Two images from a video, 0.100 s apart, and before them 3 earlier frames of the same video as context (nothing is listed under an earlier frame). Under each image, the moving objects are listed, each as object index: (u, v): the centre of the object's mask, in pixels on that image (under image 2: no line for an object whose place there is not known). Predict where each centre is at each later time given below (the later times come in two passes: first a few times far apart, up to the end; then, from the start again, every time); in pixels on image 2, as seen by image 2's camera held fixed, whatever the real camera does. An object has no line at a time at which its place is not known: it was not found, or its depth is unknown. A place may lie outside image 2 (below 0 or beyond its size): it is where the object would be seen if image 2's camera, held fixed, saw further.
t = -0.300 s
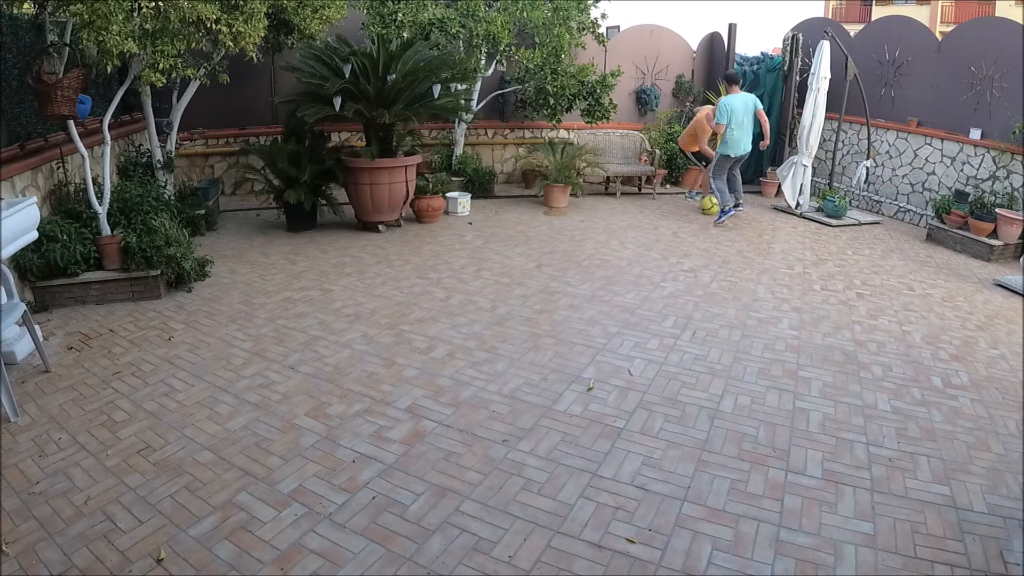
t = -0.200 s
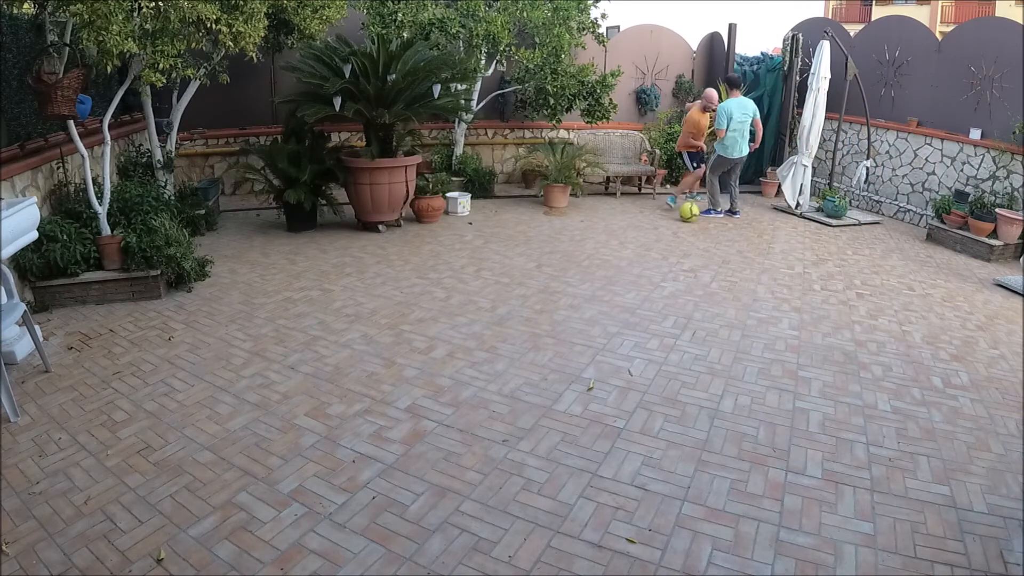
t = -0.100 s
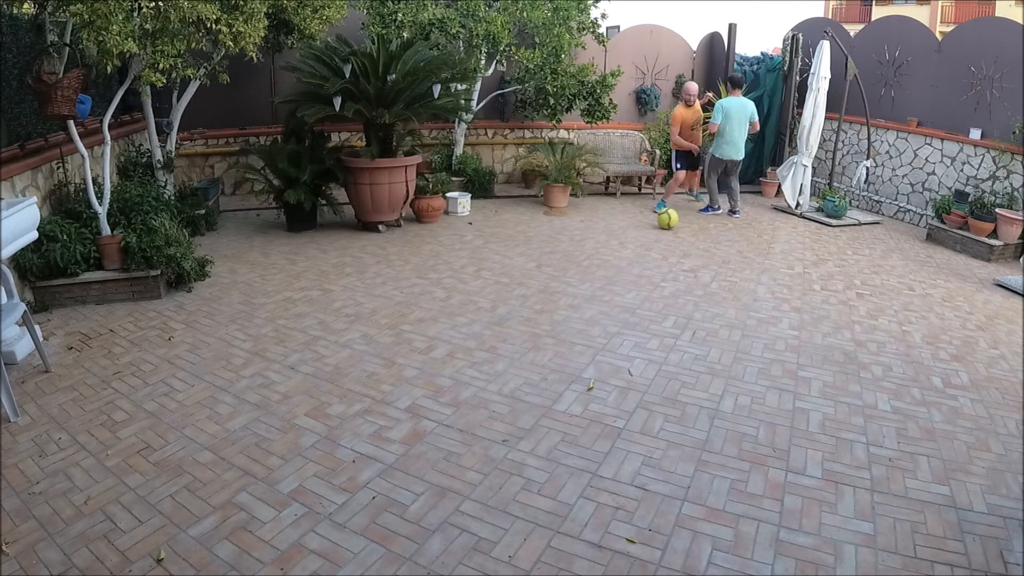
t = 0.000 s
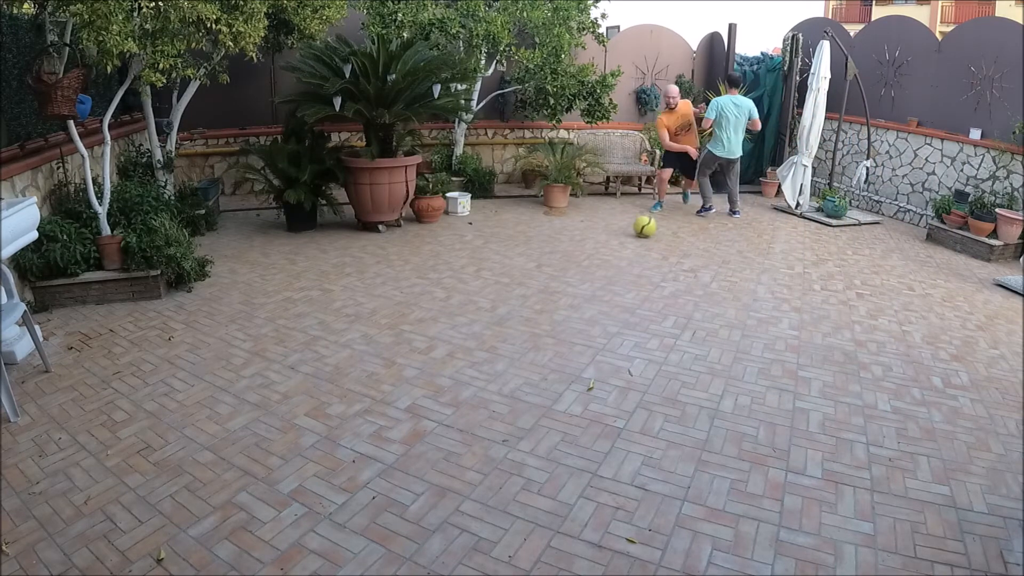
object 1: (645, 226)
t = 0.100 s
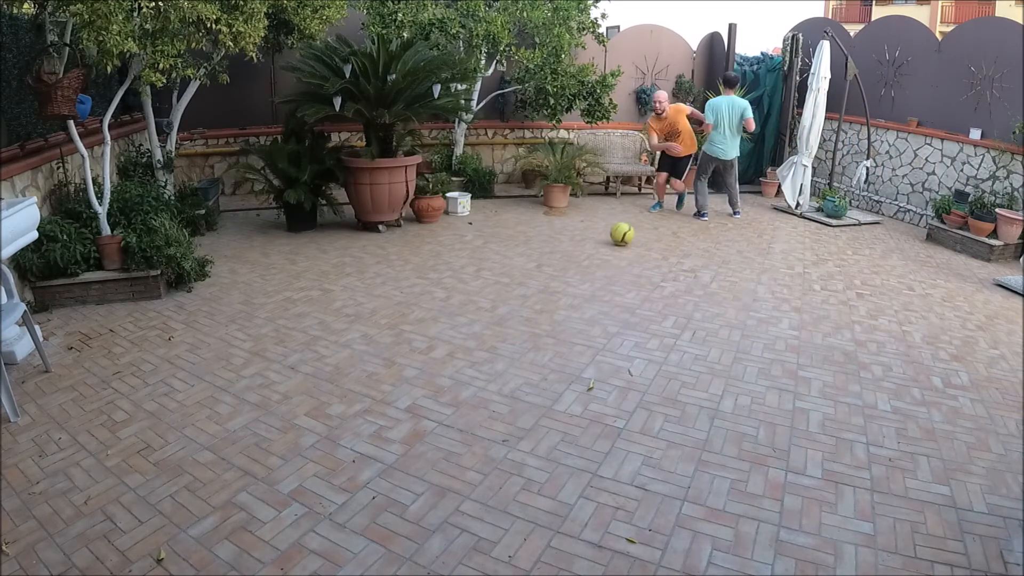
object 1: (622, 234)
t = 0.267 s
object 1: (584, 246)
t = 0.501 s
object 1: (524, 266)
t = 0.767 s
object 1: (436, 296)
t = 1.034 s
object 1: (323, 333)
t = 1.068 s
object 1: (308, 337)
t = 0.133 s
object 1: (614, 236)
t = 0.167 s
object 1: (607, 238)
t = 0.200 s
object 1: (599, 241)
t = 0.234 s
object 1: (592, 244)
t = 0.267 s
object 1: (584, 246)
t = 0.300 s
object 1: (577, 249)
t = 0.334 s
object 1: (569, 252)
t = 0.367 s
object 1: (560, 254)
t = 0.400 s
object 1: (552, 256)
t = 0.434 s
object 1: (543, 259)
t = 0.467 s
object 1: (533, 264)
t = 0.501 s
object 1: (524, 266)
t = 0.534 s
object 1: (515, 268)
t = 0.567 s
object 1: (505, 272)
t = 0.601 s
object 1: (494, 277)
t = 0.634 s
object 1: (484, 279)
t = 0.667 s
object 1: (472, 283)
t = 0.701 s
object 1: (461, 287)
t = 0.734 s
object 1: (448, 291)
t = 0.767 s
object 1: (436, 296)
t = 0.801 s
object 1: (424, 300)
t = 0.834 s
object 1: (411, 301)
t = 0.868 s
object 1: (397, 307)
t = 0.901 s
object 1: (382, 313)
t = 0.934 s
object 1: (368, 317)
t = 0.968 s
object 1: (353, 320)
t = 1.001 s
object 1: (338, 325)
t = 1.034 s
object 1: (323, 333)
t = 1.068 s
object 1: (308, 337)
